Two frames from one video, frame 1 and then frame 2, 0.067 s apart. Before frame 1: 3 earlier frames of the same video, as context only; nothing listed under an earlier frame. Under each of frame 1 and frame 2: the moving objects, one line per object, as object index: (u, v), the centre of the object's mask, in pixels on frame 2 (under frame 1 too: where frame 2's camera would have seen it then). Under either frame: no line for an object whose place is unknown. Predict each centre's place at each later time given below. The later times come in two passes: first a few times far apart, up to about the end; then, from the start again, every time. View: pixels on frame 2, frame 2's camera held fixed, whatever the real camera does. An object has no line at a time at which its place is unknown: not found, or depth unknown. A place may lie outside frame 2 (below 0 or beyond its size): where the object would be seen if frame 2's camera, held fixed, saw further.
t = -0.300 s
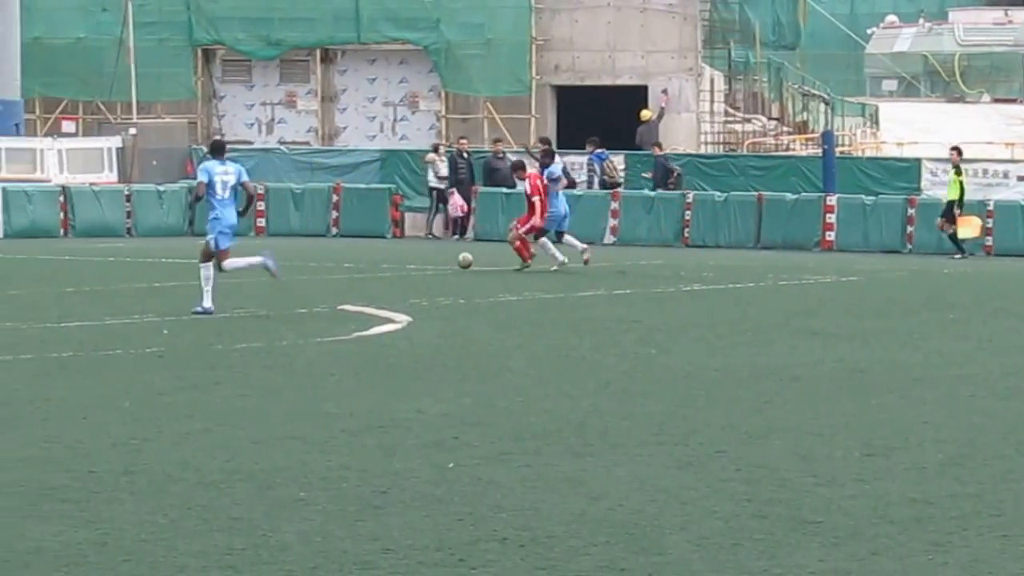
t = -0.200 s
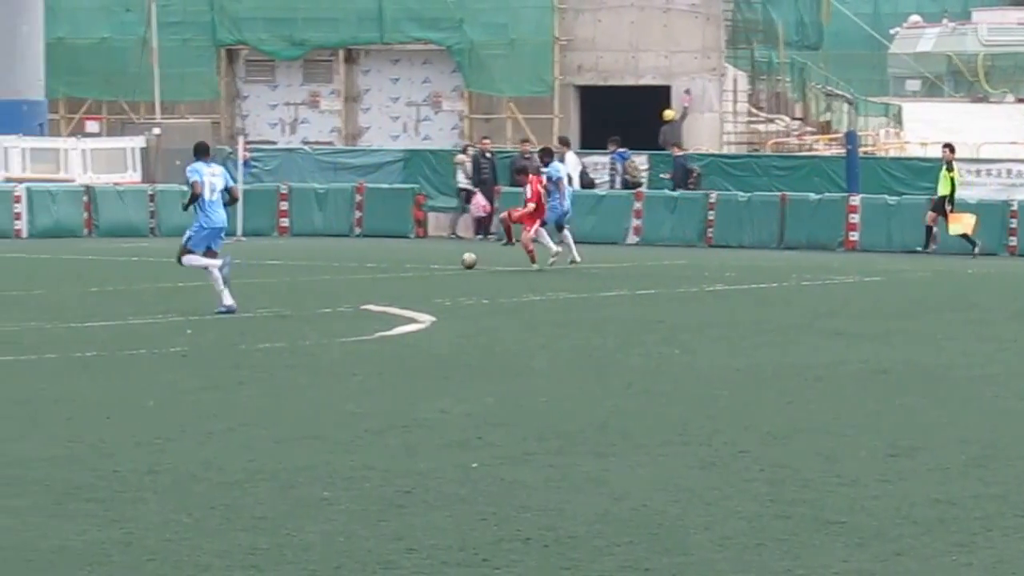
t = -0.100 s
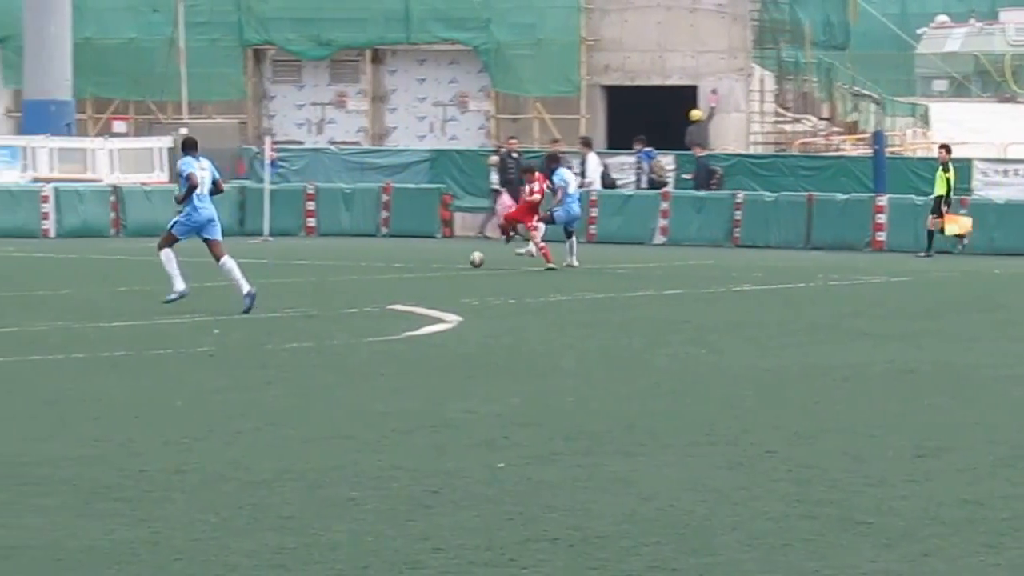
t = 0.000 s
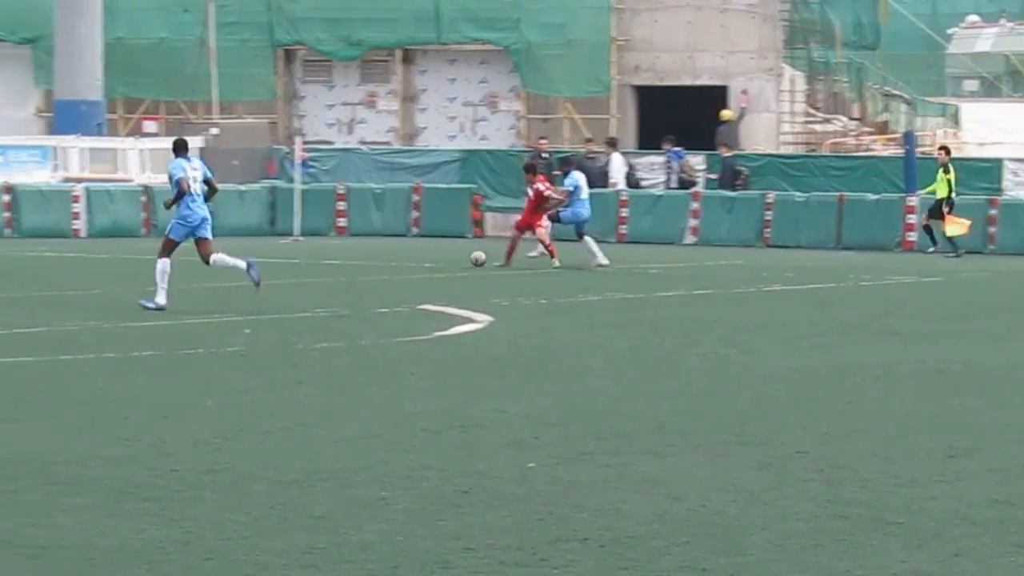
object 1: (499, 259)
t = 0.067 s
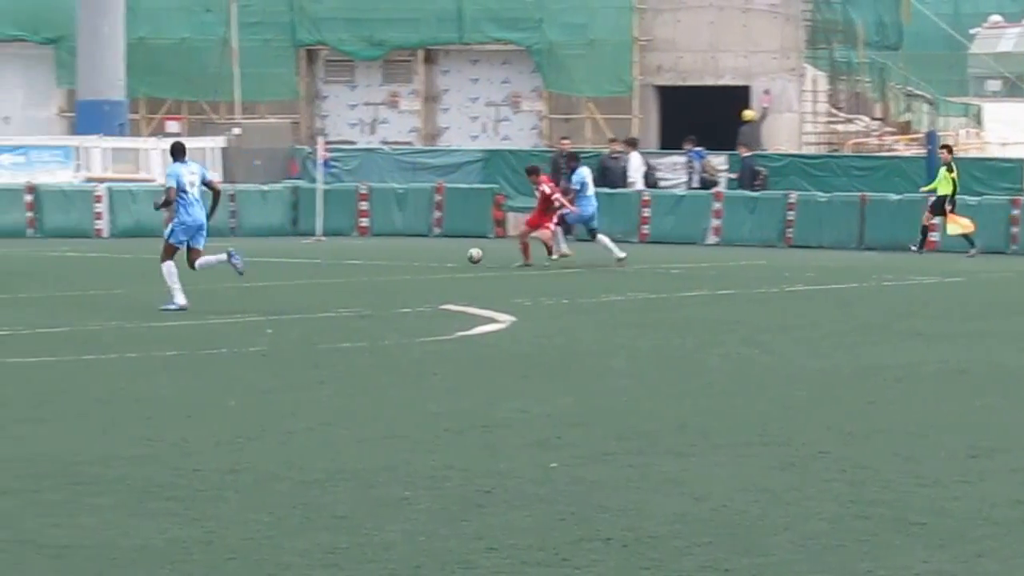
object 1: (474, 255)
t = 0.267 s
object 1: (402, 256)
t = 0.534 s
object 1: (323, 256)
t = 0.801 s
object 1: (251, 255)
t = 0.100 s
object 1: (461, 254)
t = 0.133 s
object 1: (449, 254)
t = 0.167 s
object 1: (436, 255)
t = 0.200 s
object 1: (424, 257)
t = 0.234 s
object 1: (413, 257)
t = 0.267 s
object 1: (402, 256)
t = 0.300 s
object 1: (391, 254)
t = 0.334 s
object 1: (381, 255)
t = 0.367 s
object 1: (371, 255)
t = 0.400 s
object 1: (361, 257)
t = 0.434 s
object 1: (351, 256)
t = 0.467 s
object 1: (342, 256)
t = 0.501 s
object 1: (332, 256)
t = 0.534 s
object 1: (323, 256)
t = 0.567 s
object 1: (314, 256)
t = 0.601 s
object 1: (304, 255)
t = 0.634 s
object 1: (296, 255)
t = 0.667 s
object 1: (287, 255)
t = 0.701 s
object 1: (278, 256)
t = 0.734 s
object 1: (269, 255)
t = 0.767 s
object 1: (259, 255)
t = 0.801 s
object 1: (251, 255)
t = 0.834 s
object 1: (242, 255)
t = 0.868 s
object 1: (234, 255)
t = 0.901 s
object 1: (225, 255)
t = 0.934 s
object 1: (216, 255)
